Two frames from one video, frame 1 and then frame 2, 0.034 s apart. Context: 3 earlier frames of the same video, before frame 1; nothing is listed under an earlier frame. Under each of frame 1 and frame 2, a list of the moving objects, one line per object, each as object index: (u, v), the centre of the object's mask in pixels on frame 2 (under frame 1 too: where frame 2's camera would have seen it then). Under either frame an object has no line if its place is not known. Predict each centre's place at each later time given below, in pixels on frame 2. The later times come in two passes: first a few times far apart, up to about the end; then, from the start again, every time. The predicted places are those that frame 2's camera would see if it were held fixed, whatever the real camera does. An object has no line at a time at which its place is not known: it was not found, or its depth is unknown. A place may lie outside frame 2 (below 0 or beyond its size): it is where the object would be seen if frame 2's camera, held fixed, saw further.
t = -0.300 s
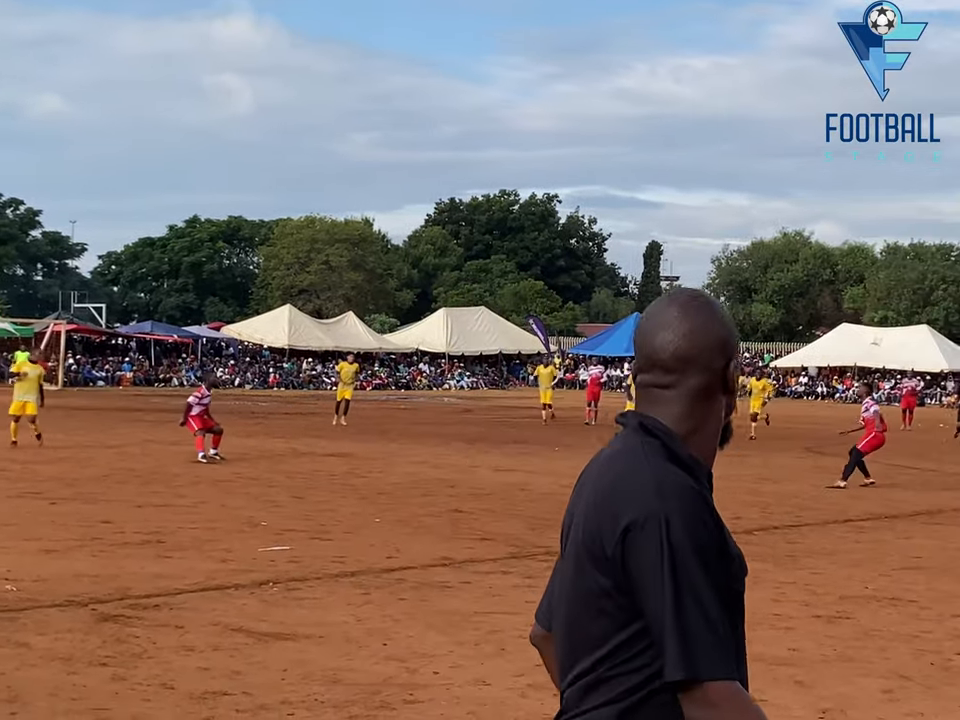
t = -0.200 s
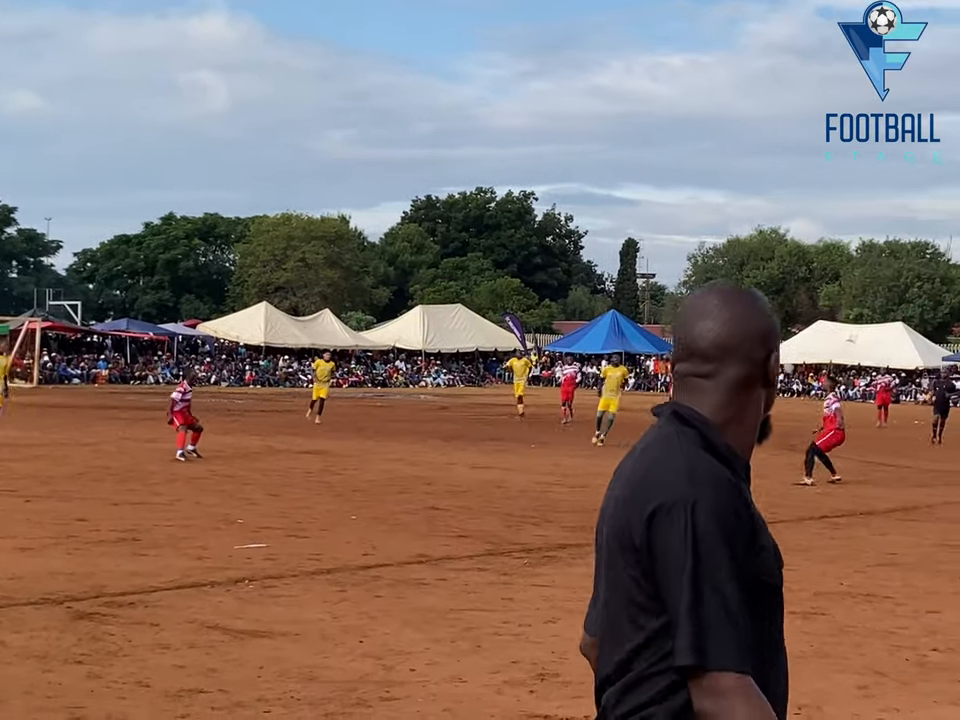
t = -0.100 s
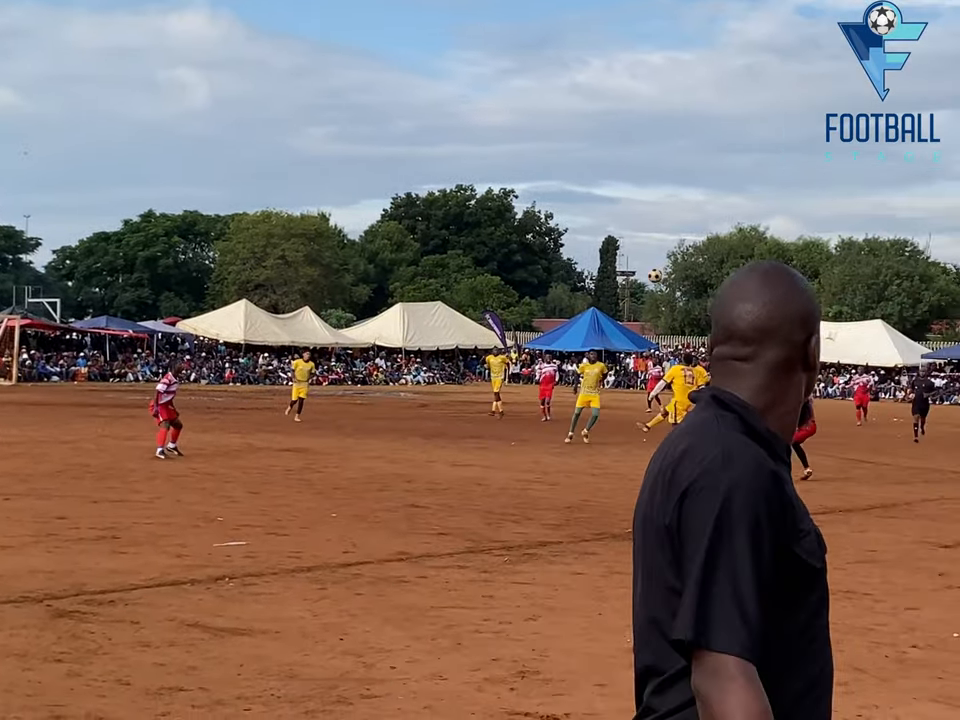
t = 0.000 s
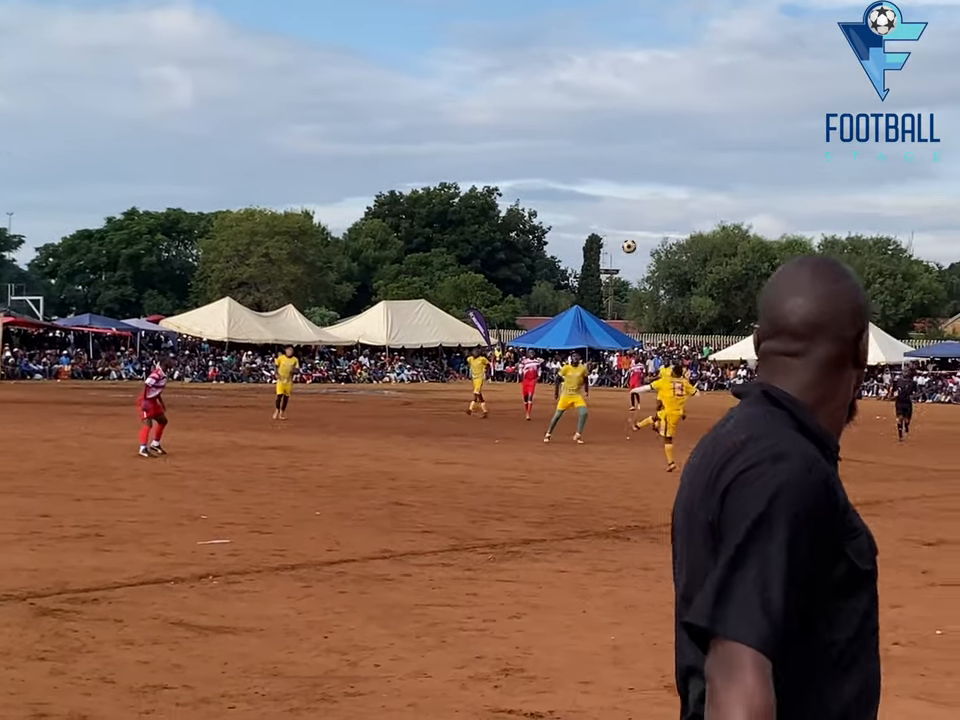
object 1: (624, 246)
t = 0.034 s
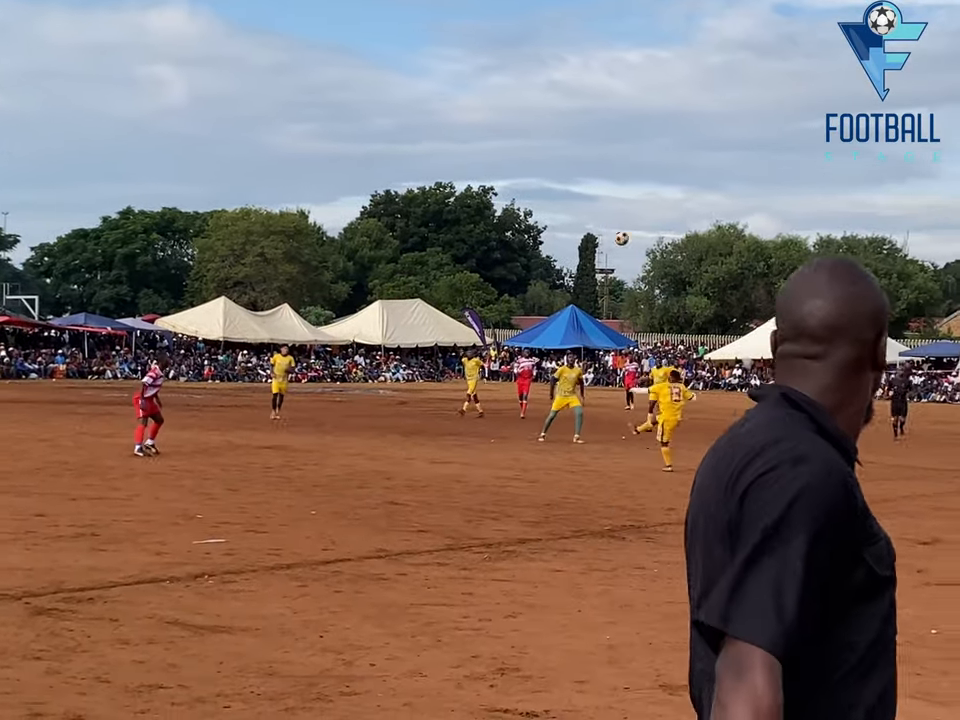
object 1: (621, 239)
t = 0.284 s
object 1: (600, 207)
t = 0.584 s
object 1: (575, 220)
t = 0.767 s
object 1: (560, 252)
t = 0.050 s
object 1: (620, 235)
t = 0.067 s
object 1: (618, 232)
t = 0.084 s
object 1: (617, 229)
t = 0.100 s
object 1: (615, 226)
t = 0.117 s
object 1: (614, 224)
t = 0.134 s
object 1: (613, 221)
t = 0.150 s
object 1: (611, 219)
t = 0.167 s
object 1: (609, 217)
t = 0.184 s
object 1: (608, 215)
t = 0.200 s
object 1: (607, 213)
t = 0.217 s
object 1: (605, 212)
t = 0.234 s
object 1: (604, 210)
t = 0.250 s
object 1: (603, 209)
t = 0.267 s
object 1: (601, 208)
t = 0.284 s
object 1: (600, 207)
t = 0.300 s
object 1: (599, 206)
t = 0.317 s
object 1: (597, 206)
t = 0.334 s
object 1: (596, 206)
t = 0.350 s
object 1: (594, 206)
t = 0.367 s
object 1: (593, 206)
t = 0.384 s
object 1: (591, 206)
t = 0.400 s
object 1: (590, 206)
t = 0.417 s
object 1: (589, 206)
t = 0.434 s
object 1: (587, 207)
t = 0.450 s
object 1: (586, 208)
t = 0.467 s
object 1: (584, 209)
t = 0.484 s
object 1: (583, 210)
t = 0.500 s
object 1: (582, 211)
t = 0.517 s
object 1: (580, 213)
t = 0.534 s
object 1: (579, 214)
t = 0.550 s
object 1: (577, 216)
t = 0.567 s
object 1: (576, 217)
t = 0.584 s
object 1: (575, 220)
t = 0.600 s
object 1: (573, 222)
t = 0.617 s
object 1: (572, 224)
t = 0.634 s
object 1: (571, 227)
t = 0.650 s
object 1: (570, 229)
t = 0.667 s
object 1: (569, 232)
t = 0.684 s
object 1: (567, 235)
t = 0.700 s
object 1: (566, 238)
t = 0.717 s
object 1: (565, 241)
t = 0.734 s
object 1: (563, 244)
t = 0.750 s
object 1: (562, 248)
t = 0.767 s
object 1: (560, 252)
